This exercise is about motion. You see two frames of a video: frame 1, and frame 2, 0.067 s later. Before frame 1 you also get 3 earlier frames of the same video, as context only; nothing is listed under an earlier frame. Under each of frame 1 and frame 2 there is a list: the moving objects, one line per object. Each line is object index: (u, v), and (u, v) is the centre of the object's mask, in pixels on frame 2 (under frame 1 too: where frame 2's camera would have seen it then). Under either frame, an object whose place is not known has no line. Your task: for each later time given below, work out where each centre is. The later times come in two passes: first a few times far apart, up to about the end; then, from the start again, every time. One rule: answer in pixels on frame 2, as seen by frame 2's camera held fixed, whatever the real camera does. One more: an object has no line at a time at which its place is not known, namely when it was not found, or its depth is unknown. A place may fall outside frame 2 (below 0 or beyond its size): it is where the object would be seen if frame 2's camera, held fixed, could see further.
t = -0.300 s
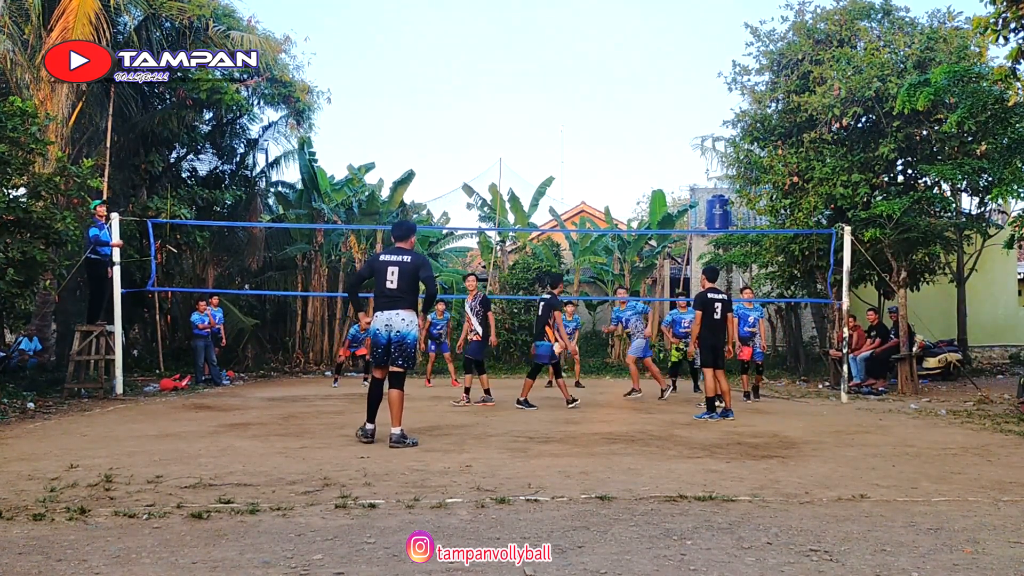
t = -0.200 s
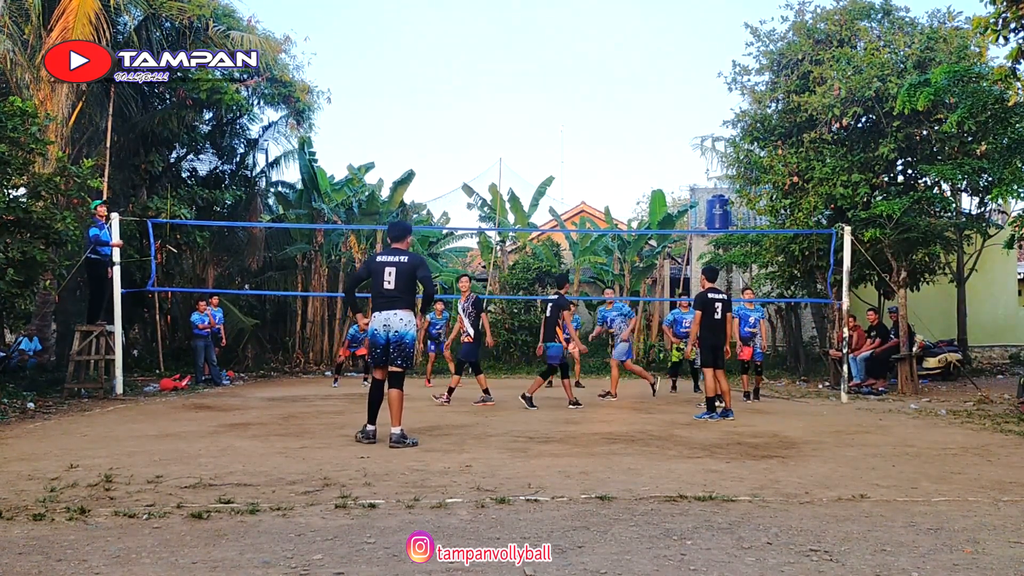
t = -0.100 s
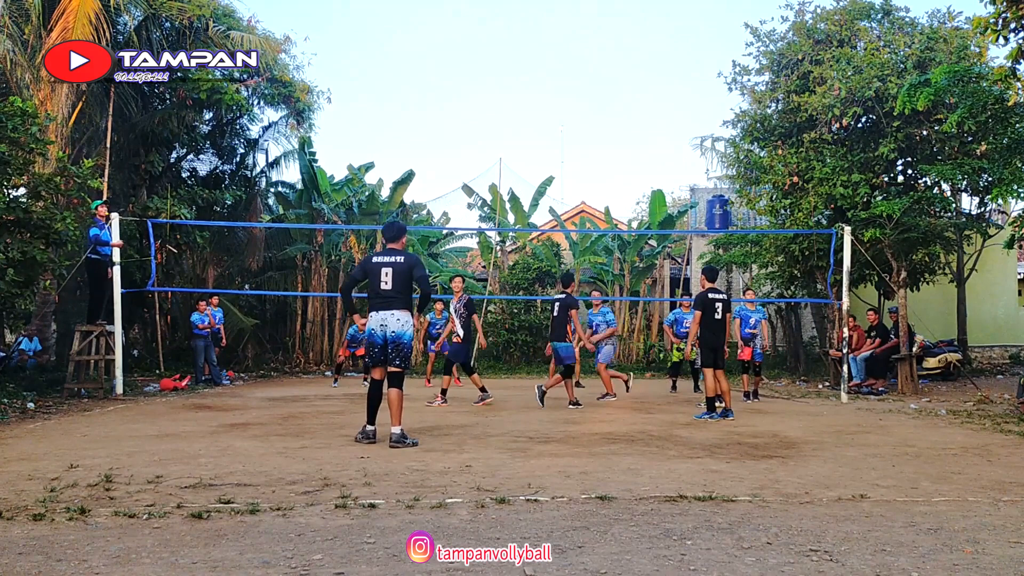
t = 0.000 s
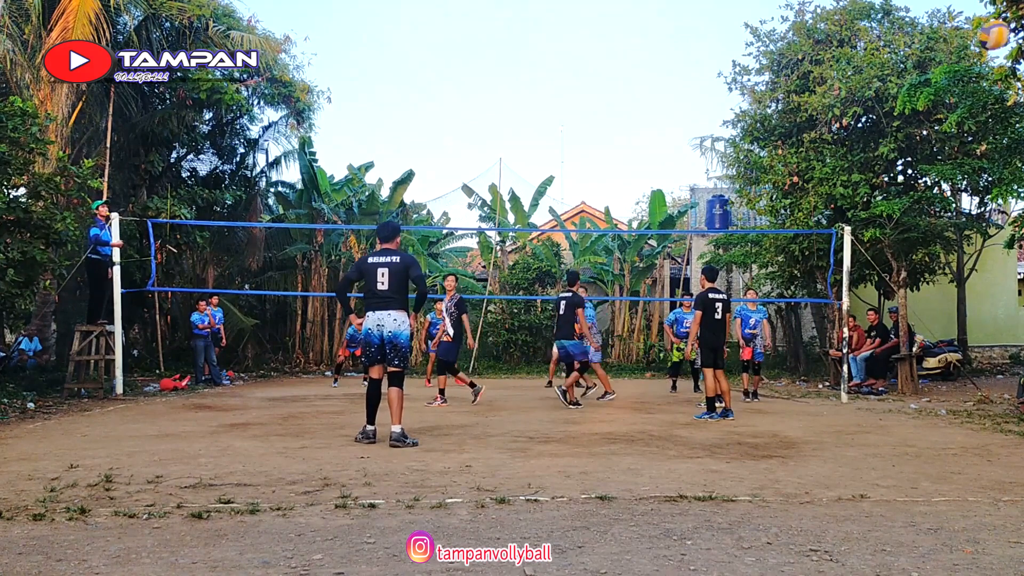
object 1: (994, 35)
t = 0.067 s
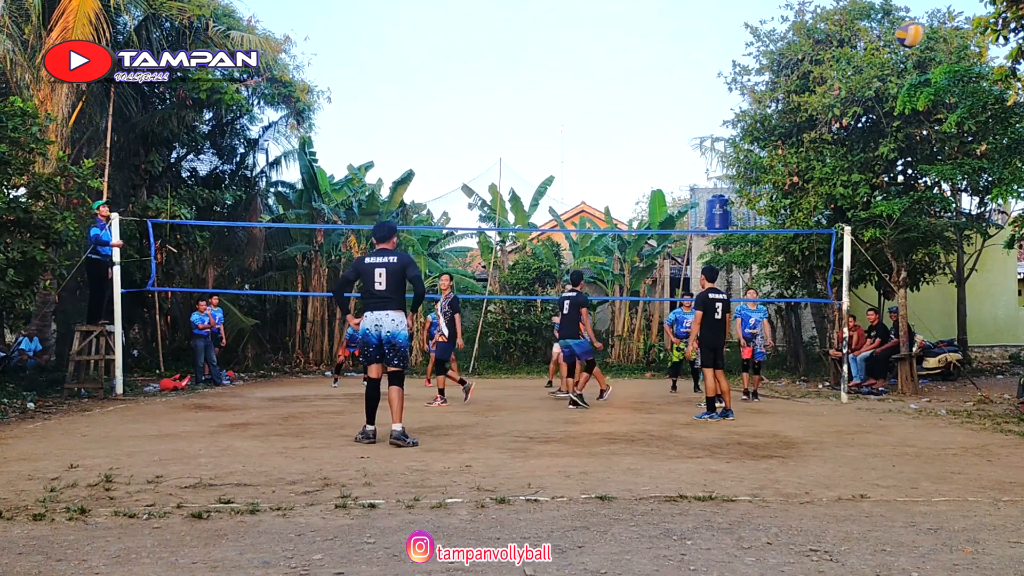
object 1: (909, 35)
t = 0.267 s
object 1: (739, 57)
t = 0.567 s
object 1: (599, 122)
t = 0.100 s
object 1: (874, 36)
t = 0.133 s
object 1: (842, 38)
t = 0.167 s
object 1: (813, 42)
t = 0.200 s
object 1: (787, 46)
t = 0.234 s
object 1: (762, 51)
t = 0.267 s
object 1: (739, 57)
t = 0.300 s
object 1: (718, 62)
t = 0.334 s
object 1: (699, 68)
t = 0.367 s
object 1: (681, 75)
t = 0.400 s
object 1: (665, 82)
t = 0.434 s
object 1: (650, 89)
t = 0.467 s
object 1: (636, 97)
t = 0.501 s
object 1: (623, 105)
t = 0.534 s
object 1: (611, 113)
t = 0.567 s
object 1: (599, 122)
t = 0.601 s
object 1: (589, 131)
